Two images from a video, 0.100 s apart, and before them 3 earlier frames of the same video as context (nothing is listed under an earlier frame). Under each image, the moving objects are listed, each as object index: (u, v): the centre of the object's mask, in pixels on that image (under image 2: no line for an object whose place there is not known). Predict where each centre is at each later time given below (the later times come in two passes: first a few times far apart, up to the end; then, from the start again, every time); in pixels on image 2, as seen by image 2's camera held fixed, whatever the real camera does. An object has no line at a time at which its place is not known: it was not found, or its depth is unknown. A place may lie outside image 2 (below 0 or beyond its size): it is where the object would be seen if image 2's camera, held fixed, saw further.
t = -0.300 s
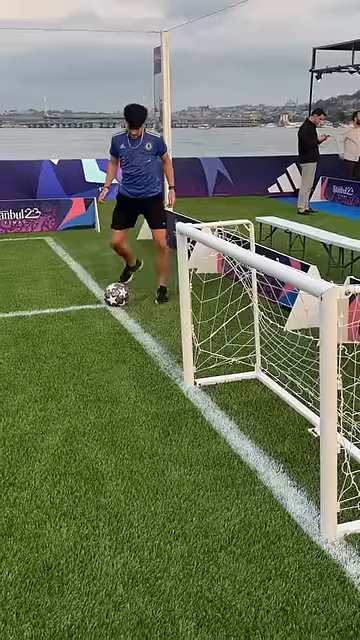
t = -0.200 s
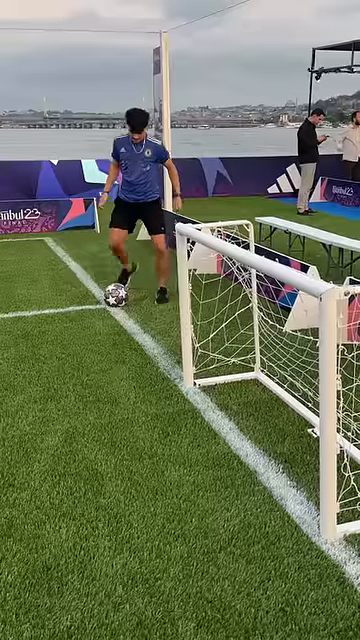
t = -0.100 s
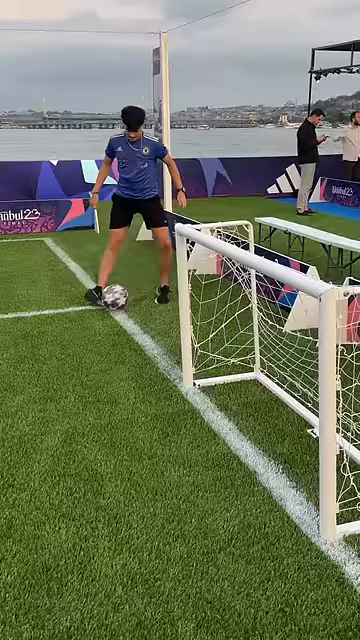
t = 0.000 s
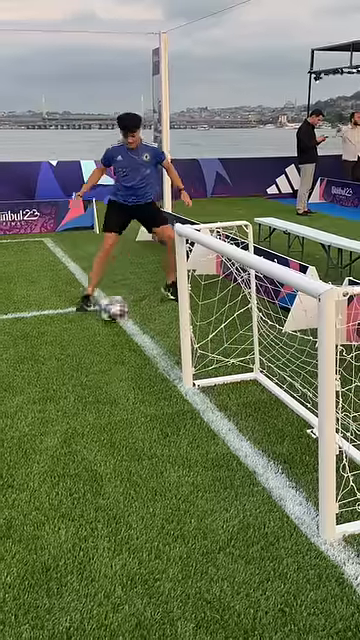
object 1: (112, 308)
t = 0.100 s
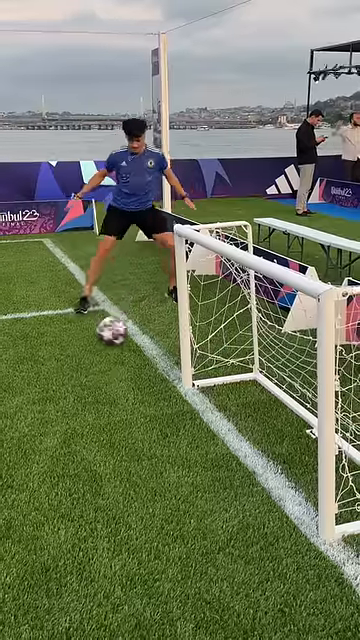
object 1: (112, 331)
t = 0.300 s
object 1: (117, 350)
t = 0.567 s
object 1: (134, 367)
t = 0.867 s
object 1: (155, 387)
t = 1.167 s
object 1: (180, 406)
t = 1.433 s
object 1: (204, 422)
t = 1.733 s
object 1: (229, 437)
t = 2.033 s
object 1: (244, 445)
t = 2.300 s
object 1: (245, 446)
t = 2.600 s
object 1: (242, 445)
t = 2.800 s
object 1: (243, 445)
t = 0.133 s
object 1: (112, 331)
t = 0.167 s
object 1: (113, 334)
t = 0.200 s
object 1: (114, 335)
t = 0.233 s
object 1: (115, 339)
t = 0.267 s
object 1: (116, 345)
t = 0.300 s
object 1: (117, 350)
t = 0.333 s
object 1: (119, 351)
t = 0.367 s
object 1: (121, 353)
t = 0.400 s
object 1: (122, 356)
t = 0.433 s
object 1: (125, 359)
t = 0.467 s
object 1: (128, 362)
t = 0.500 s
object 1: (129, 363)
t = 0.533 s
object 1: (132, 364)
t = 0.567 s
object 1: (134, 367)
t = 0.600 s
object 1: (138, 369)
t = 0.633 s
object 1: (139, 372)
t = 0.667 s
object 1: (142, 374)
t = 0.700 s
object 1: (143, 376)
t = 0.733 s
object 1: (146, 378)
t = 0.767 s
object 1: (148, 380)
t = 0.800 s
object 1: (150, 383)
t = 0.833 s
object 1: (153, 385)
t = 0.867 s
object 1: (155, 387)
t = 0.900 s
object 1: (157, 389)
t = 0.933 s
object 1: (161, 391)
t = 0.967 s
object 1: (164, 394)
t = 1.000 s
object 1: (168, 397)
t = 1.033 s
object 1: (169, 399)
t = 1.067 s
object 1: (172, 400)
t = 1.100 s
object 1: (175, 402)
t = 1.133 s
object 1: (178, 404)
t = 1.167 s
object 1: (180, 406)
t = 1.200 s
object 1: (185, 410)
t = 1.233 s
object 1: (187, 410)
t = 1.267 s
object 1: (190, 412)
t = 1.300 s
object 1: (193, 415)
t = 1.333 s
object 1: (196, 416)
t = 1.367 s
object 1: (199, 419)
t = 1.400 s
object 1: (202, 421)
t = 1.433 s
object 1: (204, 422)
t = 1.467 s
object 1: (208, 425)
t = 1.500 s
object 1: (210, 427)
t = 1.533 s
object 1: (213, 429)
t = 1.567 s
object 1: (215, 431)
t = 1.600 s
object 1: (218, 432)
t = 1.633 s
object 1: (220, 433)
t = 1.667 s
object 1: (224, 435)
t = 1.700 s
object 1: (226, 436)
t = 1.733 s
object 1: (229, 437)
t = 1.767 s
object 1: (231, 438)
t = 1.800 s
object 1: (234, 440)
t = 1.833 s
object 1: (235, 441)
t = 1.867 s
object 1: (236, 441)
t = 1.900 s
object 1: (238, 443)
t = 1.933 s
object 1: (240, 444)
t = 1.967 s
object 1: (241, 444)
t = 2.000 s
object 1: (243, 445)
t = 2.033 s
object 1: (244, 445)
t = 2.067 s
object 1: (245, 446)
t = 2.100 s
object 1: (245, 446)
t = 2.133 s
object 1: (246, 446)
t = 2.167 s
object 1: (246, 446)
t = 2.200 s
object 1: (246, 447)
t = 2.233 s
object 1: (246, 446)
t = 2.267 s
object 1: (245, 446)
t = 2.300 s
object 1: (245, 446)
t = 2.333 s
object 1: (244, 446)
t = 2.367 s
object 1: (244, 446)
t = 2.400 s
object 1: (243, 446)
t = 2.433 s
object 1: (243, 445)
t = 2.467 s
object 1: (243, 445)
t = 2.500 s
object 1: (243, 445)
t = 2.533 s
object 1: (243, 445)
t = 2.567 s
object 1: (242, 445)
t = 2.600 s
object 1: (242, 445)
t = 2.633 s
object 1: (242, 445)
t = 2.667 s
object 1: (242, 445)
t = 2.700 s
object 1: (243, 445)
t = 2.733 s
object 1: (243, 445)
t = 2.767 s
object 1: (243, 445)
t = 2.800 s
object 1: (243, 445)
